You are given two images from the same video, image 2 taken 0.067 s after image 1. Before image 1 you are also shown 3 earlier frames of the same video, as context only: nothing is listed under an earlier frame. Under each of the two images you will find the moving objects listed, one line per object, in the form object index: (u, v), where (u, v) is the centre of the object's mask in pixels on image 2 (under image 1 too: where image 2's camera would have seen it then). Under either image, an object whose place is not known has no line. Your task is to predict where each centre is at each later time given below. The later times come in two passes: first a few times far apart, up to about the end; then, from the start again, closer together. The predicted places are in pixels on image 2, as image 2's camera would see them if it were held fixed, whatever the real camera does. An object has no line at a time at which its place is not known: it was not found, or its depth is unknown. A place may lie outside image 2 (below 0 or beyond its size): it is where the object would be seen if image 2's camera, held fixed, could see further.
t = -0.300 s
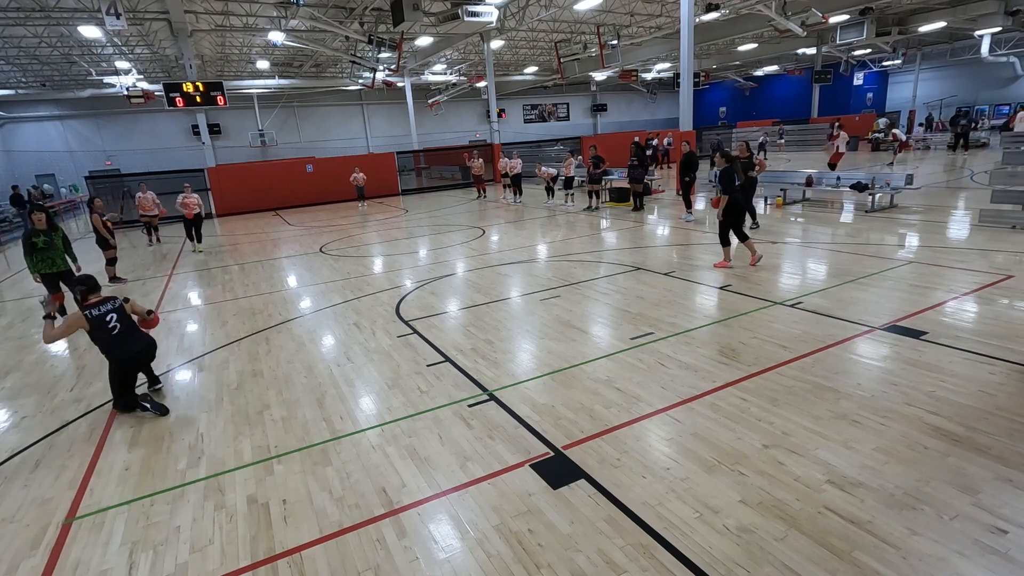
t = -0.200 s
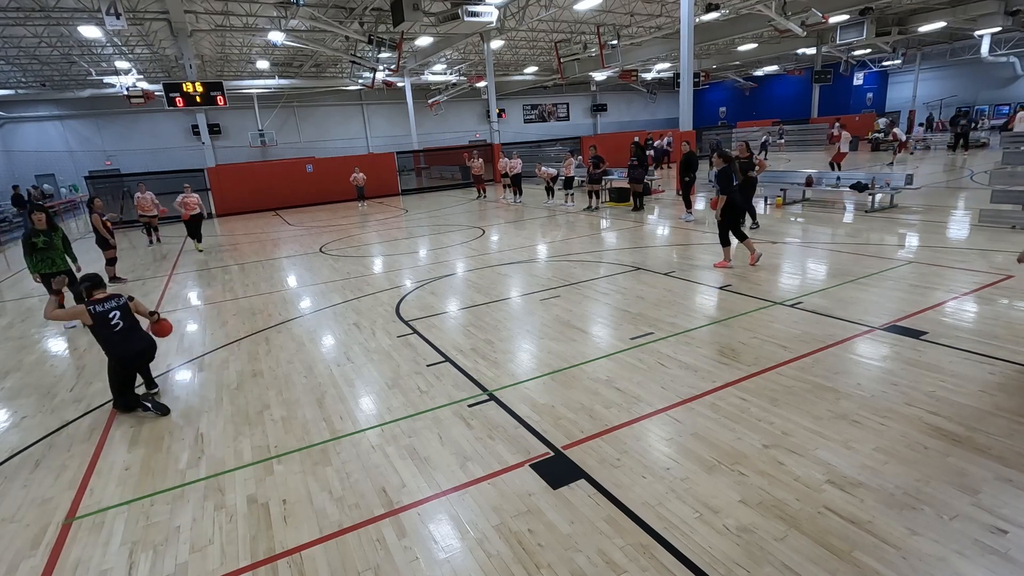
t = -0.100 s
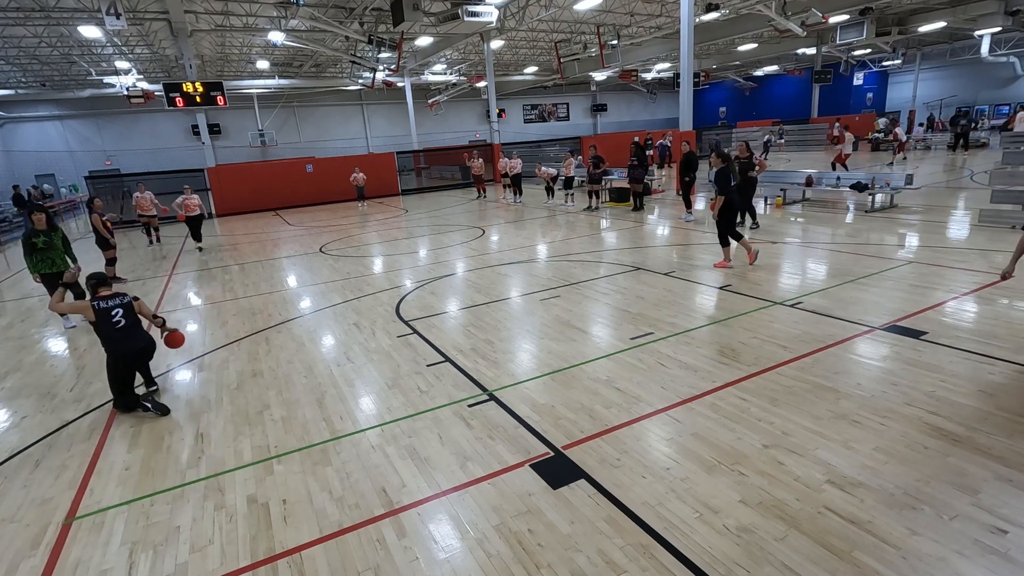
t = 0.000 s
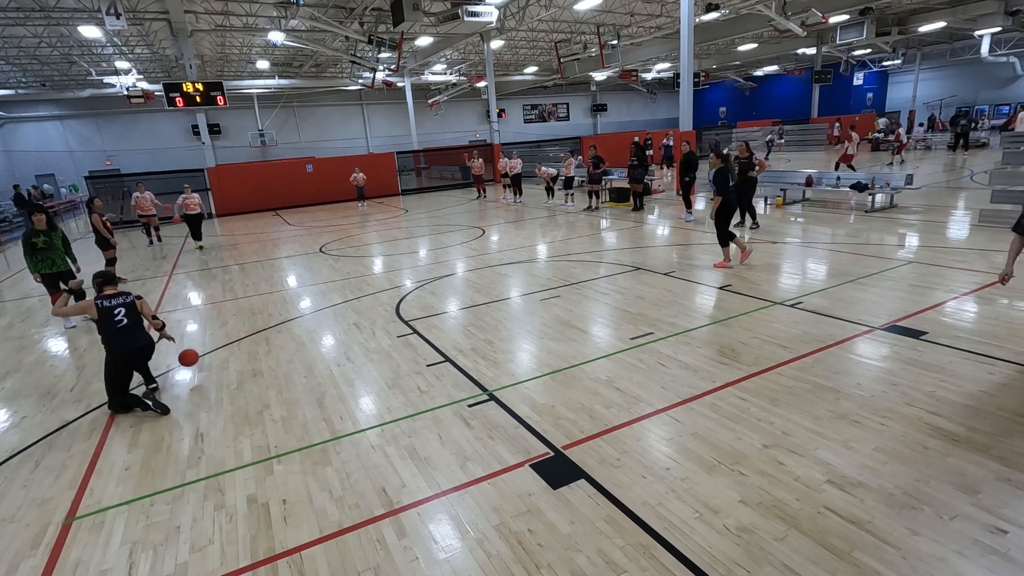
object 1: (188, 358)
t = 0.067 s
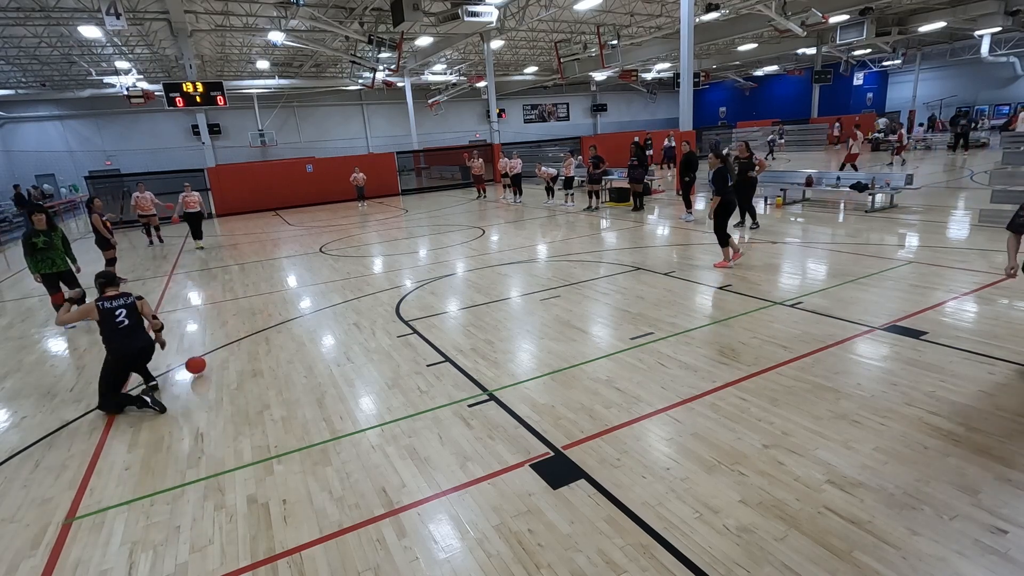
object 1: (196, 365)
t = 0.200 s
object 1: (199, 350)
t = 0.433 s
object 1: (215, 363)
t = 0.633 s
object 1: (224, 357)
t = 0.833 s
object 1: (235, 359)
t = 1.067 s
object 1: (247, 361)
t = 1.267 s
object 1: (256, 361)
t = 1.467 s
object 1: (264, 360)
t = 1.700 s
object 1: (273, 360)
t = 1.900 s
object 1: (281, 360)
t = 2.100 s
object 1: (289, 359)
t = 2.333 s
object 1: (297, 359)
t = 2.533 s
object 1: (304, 358)
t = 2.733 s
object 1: (310, 358)
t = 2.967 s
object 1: (316, 359)
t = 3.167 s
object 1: (321, 359)
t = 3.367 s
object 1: (326, 359)
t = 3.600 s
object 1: (332, 359)
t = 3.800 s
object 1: (337, 359)
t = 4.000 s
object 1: (342, 360)
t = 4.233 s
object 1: (346, 360)
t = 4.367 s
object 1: (348, 360)
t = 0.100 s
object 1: (196, 360)
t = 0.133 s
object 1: (197, 356)
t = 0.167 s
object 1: (198, 352)
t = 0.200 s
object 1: (199, 350)
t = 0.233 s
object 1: (201, 349)
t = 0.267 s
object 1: (202, 349)
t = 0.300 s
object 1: (204, 350)
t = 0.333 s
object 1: (207, 351)
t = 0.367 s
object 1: (209, 354)
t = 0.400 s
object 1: (212, 358)
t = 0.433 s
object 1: (215, 363)
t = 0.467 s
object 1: (217, 364)
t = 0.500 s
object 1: (218, 360)
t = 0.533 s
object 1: (219, 358)
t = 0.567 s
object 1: (221, 357)
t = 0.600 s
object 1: (222, 357)
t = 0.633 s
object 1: (224, 357)
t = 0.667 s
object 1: (226, 359)
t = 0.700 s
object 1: (229, 362)
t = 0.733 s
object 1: (231, 363)
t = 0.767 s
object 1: (232, 361)
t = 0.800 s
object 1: (234, 360)
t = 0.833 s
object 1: (235, 359)
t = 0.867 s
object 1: (237, 360)
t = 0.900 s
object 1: (240, 362)
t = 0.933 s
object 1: (241, 362)
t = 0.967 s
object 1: (242, 361)
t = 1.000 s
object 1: (244, 361)
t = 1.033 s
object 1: (246, 362)
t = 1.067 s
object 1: (247, 361)
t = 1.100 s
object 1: (248, 361)
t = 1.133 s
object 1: (250, 361)
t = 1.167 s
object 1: (252, 361)
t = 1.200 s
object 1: (253, 361)
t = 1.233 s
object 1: (254, 361)
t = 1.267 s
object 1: (256, 361)
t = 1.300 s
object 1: (257, 361)
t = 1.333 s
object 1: (258, 361)
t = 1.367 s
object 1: (260, 361)
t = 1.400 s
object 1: (261, 360)
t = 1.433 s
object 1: (263, 360)
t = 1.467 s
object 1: (264, 360)
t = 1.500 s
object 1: (265, 360)
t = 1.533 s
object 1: (267, 360)
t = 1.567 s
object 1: (268, 360)
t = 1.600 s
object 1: (270, 360)
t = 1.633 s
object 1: (271, 360)
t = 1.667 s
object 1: (272, 360)
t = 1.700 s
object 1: (273, 360)
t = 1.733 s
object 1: (275, 360)
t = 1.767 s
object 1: (276, 360)
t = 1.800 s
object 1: (278, 360)
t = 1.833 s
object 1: (279, 360)
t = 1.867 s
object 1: (280, 359)
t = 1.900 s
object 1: (281, 360)
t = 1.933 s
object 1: (283, 359)
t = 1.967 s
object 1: (284, 359)
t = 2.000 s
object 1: (285, 359)
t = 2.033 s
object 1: (287, 359)
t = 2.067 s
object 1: (288, 359)
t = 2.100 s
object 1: (289, 359)
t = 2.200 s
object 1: (293, 359)
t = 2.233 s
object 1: (294, 359)
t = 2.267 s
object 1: (295, 359)
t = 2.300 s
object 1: (296, 359)
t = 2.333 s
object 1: (297, 359)
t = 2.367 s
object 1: (299, 359)
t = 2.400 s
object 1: (300, 359)
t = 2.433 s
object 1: (301, 358)
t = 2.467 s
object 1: (302, 358)
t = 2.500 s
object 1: (303, 358)
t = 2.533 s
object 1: (304, 358)
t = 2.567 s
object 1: (305, 358)
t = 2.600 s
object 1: (306, 358)
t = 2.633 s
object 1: (307, 358)
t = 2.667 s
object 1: (308, 358)
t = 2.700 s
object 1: (309, 358)
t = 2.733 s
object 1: (310, 358)
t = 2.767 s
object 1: (310, 358)
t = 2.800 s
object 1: (311, 359)
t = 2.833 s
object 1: (312, 359)
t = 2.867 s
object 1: (313, 359)
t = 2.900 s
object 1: (314, 359)
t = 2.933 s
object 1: (315, 359)
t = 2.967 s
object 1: (316, 359)
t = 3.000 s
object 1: (317, 359)
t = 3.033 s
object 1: (318, 359)
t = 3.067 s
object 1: (319, 359)
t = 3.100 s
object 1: (320, 359)
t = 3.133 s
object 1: (320, 359)
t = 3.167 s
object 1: (321, 359)
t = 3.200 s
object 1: (322, 359)
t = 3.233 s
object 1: (323, 359)
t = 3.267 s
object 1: (324, 359)
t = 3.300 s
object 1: (325, 359)
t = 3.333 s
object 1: (325, 359)
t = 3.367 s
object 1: (326, 359)
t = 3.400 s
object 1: (327, 359)
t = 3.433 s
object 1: (328, 359)
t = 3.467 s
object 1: (329, 359)
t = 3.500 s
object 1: (329, 359)
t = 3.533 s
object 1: (330, 359)
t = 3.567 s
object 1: (331, 359)
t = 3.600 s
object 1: (332, 359)
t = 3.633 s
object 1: (333, 359)
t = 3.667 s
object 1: (334, 359)
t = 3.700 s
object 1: (335, 359)
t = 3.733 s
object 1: (335, 359)
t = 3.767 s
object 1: (336, 359)
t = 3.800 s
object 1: (337, 359)
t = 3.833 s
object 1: (338, 359)
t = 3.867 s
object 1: (338, 359)
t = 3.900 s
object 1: (339, 359)
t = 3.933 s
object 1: (340, 359)
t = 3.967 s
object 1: (341, 359)
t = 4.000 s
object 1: (342, 360)
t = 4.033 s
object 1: (342, 360)
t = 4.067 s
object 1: (343, 360)
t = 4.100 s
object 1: (344, 360)
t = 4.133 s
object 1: (344, 360)
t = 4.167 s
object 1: (345, 360)
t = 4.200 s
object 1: (346, 360)
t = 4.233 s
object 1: (346, 360)
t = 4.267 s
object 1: (347, 360)
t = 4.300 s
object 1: (347, 360)
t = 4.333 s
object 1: (348, 360)
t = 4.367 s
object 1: (348, 360)
